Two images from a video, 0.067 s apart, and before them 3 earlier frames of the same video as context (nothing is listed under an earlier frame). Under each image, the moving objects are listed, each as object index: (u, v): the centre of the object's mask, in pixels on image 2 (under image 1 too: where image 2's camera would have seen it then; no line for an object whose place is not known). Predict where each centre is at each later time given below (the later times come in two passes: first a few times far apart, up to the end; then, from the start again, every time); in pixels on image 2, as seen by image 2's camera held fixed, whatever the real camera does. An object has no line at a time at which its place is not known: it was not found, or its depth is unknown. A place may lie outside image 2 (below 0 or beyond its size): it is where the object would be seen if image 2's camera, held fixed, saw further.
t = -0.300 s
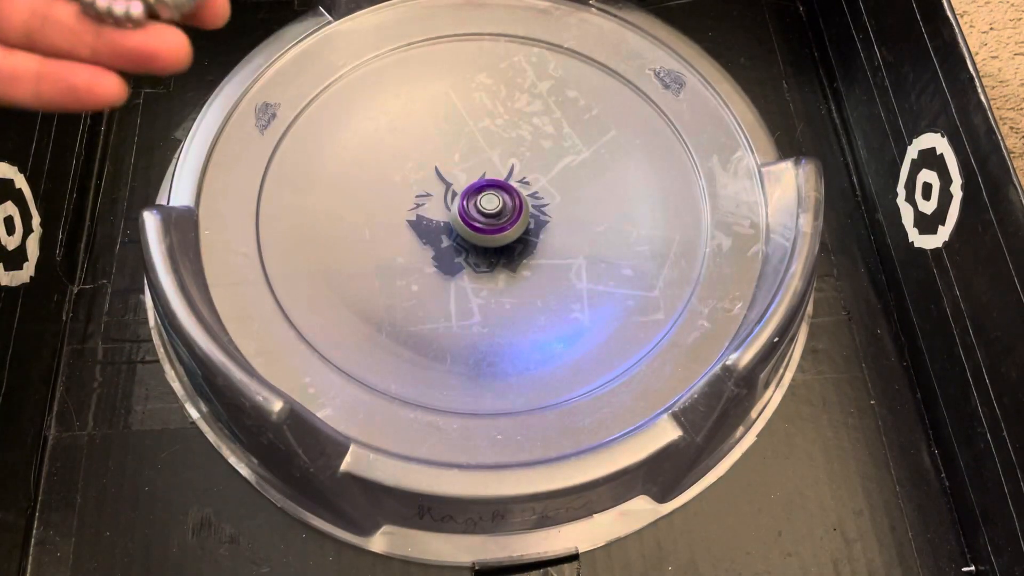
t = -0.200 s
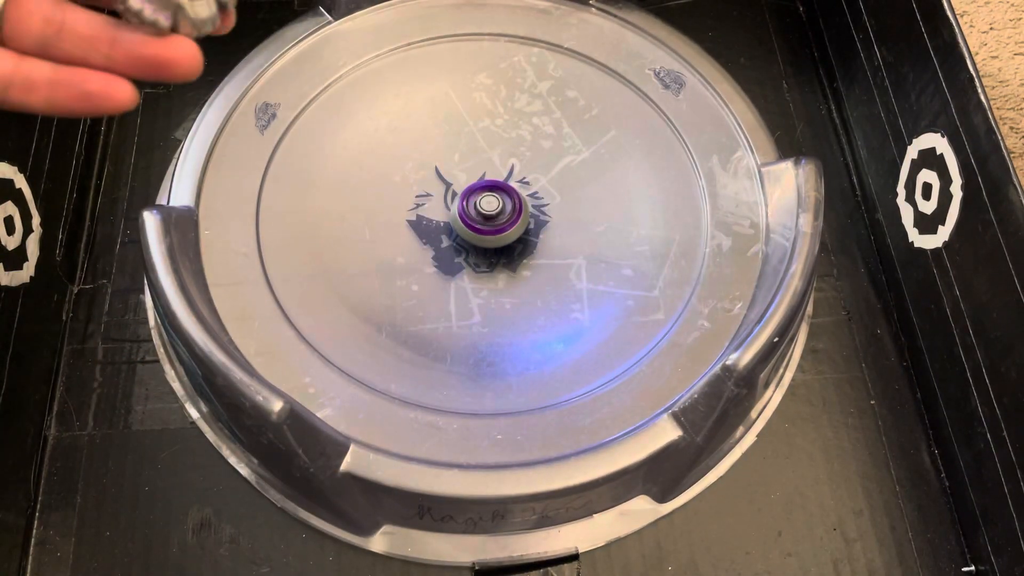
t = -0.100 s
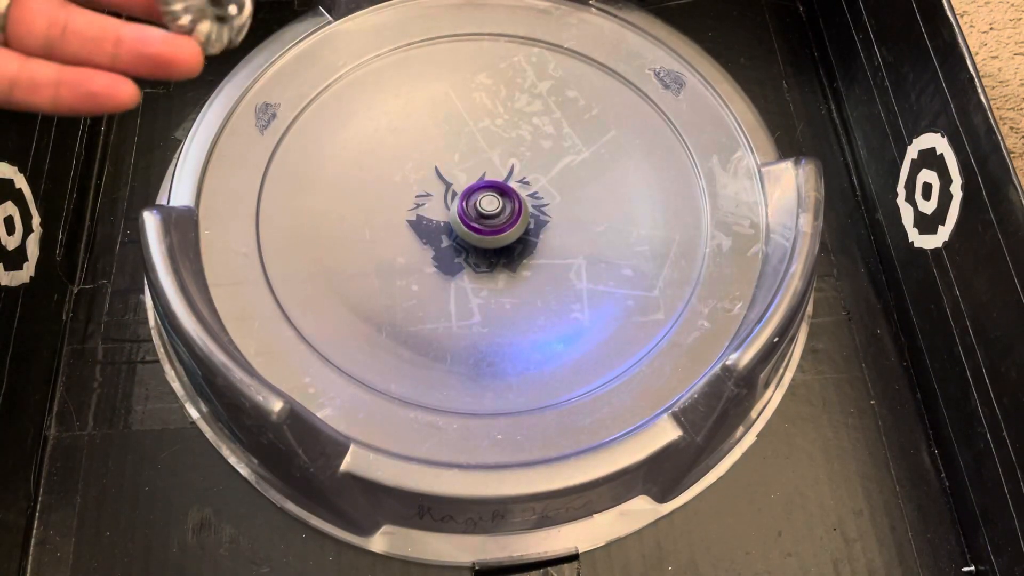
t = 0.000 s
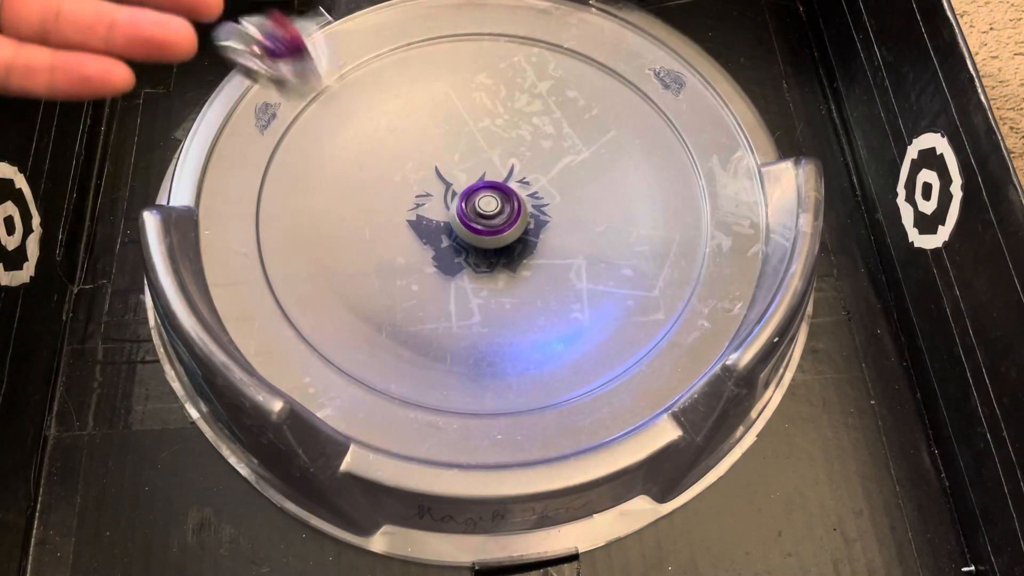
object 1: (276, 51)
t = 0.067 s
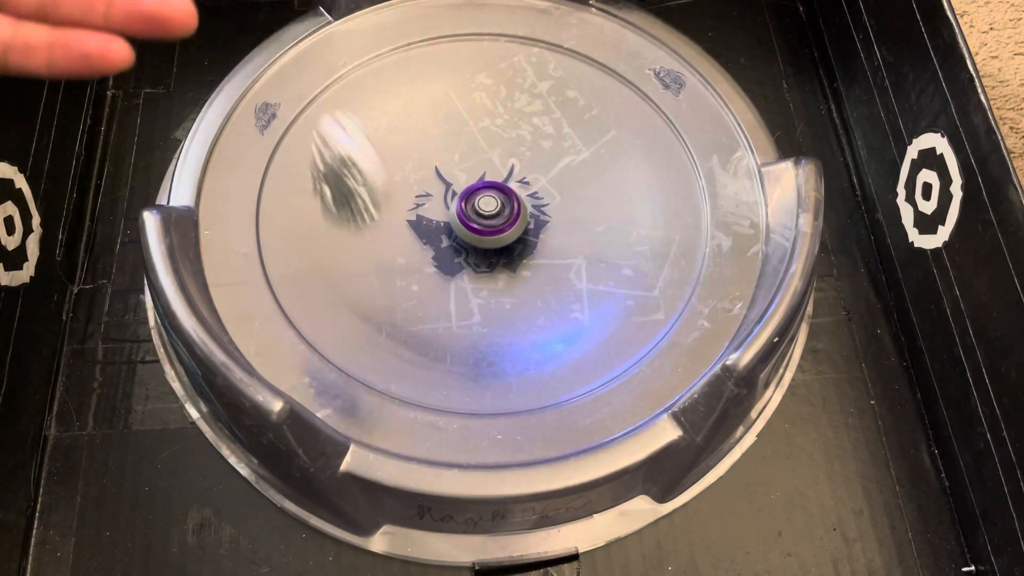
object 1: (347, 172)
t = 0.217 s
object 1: (423, 135)
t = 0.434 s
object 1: (511, 37)
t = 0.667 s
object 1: (554, 114)
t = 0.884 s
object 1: (546, 170)
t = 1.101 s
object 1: (536, 177)
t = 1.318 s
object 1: (534, 175)
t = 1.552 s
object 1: (531, 176)
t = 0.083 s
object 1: (358, 201)
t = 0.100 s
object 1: (368, 231)
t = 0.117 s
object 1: (377, 260)
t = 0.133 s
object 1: (392, 250)
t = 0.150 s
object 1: (399, 216)
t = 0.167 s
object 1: (406, 193)
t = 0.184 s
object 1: (415, 164)
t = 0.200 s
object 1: (420, 151)
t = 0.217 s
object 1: (423, 135)
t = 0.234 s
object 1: (433, 122)
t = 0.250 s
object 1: (438, 111)
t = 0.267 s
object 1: (445, 109)
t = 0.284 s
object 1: (460, 100)
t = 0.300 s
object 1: (467, 84)
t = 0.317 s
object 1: (473, 63)
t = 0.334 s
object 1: (475, 60)
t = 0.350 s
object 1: (482, 55)
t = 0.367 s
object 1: (485, 58)
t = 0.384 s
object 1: (494, 51)
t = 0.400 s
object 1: (500, 47)
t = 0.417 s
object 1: (506, 40)
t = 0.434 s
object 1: (511, 37)
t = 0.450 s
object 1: (515, 39)
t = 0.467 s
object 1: (520, 43)
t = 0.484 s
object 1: (524, 50)
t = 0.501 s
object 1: (530, 55)
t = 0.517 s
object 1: (535, 56)
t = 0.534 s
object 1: (539, 57)
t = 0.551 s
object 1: (541, 62)
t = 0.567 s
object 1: (544, 68)
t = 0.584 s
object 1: (546, 78)
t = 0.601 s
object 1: (546, 85)
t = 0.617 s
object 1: (549, 94)
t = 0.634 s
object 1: (552, 99)
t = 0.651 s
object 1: (553, 103)
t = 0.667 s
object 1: (554, 114)
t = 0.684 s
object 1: (551, 124)
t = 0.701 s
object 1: (549, 135)
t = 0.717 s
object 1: (549, 143)
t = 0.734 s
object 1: (550, 147)
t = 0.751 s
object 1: (551, 150)
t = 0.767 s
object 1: (551, 154)
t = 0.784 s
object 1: (549, 158)
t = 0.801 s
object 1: (546, 164)
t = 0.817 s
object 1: (545, 168)
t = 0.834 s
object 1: (545, 168)
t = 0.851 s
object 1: (544, 167)
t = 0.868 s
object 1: (544, 169)
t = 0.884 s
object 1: (546, 170)
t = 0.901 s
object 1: (547, 171)
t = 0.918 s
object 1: (547, 170)
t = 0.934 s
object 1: (547, 170)
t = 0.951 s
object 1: (546, 173)
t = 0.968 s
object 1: (546, 174)
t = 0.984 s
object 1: (546, 175)
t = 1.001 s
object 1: (547, 176)
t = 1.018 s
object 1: (547, 176)
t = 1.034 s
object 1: (546, 177)
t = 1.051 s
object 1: (543, 178)
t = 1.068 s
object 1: (540, 177)
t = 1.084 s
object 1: (538, 177)
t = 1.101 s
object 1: (536, 177)
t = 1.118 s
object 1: (534, 177)
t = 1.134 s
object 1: (534, 176)
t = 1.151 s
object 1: (536, 173)
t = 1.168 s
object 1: (538, 171)
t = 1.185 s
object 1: (539, 171)
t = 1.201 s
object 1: (539, 172)
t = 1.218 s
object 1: (539, 173)
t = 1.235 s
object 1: (538, 174)
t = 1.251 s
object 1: (537, 175)
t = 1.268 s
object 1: (535, 176)
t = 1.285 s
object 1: (534, 175)
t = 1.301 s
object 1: (533, 175)
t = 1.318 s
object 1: (534, 175)
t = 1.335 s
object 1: (534, 175)
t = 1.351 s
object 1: (534, 175)
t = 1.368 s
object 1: (533, 176)
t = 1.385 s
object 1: (533, 176)
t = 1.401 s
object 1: (533, 176)
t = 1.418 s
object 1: (533, 176)
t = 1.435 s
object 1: (532, 176)
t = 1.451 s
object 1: (532, 176)
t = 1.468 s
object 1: (532, 177)
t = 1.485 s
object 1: (532, 177)
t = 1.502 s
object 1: (532, 176)
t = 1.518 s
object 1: (531, 176)
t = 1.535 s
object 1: (531, 176)
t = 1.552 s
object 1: (531, 176)
